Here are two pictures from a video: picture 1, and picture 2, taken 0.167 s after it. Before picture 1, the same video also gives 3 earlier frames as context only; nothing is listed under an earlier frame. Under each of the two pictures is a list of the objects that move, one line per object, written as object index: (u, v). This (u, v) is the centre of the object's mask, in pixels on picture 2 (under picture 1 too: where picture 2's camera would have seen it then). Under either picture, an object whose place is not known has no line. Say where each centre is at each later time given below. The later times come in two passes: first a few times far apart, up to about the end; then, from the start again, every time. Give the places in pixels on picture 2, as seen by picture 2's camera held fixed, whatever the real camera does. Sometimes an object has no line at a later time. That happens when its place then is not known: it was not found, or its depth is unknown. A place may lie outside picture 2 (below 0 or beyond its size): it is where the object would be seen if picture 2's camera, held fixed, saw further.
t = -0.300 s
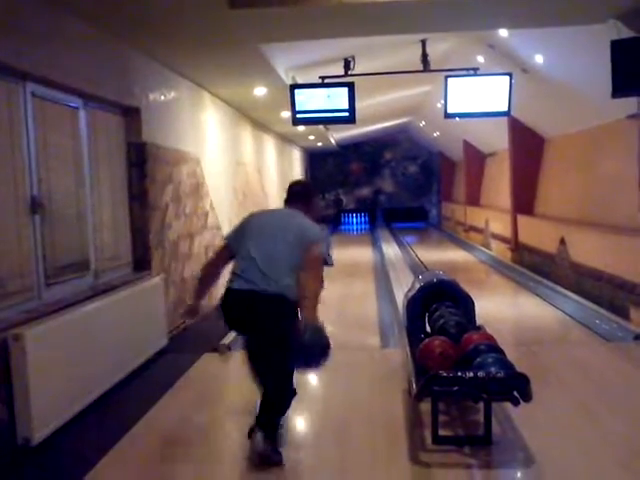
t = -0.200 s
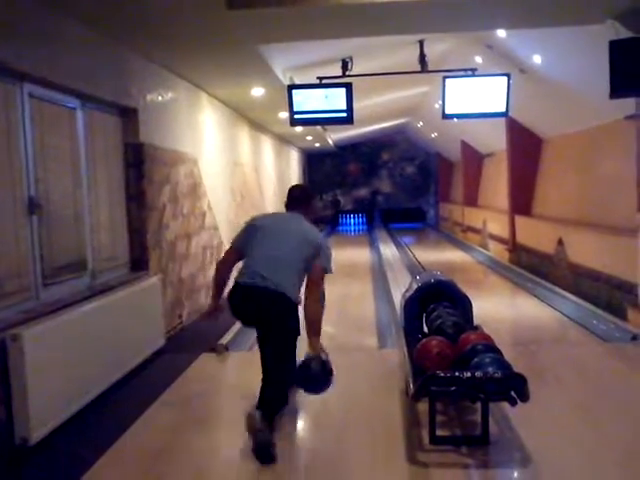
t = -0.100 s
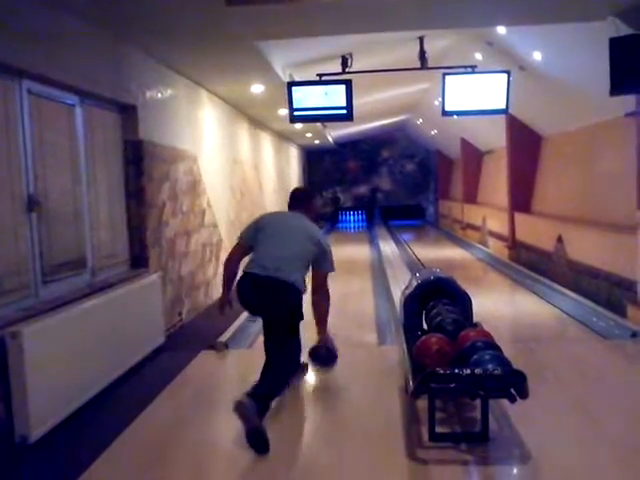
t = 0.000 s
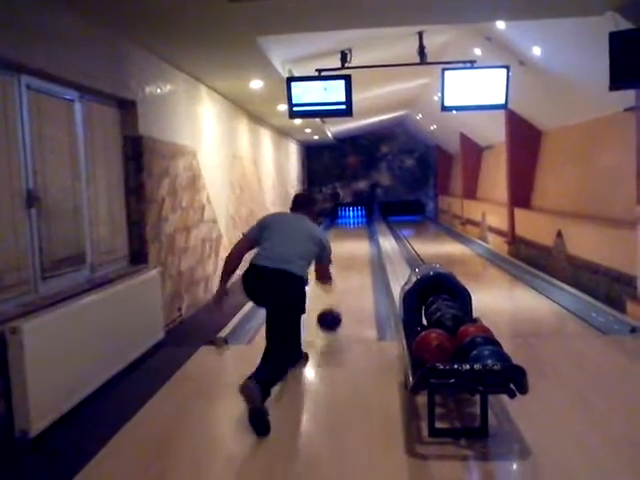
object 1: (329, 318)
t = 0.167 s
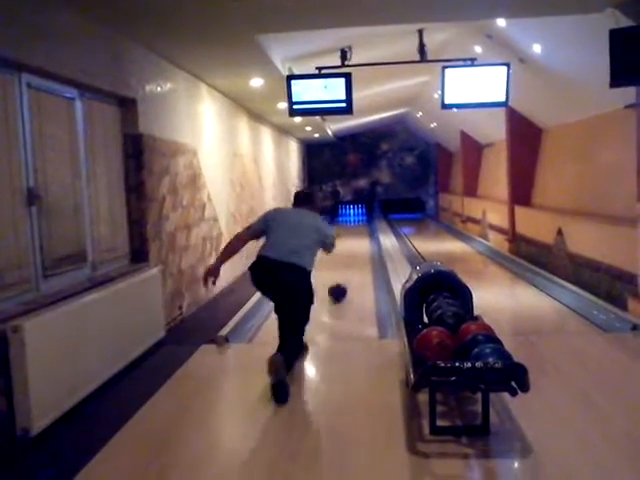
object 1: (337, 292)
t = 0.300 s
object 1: (340, 275)
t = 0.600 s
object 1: (345, 251)
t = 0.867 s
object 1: (347, 238)
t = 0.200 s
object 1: (337, 288)
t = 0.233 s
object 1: (338, 283)
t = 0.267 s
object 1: (340, 279)
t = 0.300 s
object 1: (340, 275)
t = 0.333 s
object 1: (341, 271)
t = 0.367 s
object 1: (342, 268)
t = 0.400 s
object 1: (342, 265)
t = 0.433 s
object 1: (343, 262)
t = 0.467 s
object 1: (344, 259)
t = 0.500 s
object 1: (344, 257)
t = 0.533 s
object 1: (344, 255)
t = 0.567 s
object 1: (345, 253)
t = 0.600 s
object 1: (345, 251)
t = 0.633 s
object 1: (345, 249)
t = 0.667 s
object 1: (345, 246)
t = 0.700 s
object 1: (346, 245)
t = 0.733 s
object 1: (346, 244)
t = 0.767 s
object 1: (346, 243)
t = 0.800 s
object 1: (346, 241)
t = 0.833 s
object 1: (346, 239)
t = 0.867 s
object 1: (347, 238)
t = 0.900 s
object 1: (347, 237)
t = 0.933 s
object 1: (348, 236)
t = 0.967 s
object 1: (348, 235)
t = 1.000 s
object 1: (348, 234)
